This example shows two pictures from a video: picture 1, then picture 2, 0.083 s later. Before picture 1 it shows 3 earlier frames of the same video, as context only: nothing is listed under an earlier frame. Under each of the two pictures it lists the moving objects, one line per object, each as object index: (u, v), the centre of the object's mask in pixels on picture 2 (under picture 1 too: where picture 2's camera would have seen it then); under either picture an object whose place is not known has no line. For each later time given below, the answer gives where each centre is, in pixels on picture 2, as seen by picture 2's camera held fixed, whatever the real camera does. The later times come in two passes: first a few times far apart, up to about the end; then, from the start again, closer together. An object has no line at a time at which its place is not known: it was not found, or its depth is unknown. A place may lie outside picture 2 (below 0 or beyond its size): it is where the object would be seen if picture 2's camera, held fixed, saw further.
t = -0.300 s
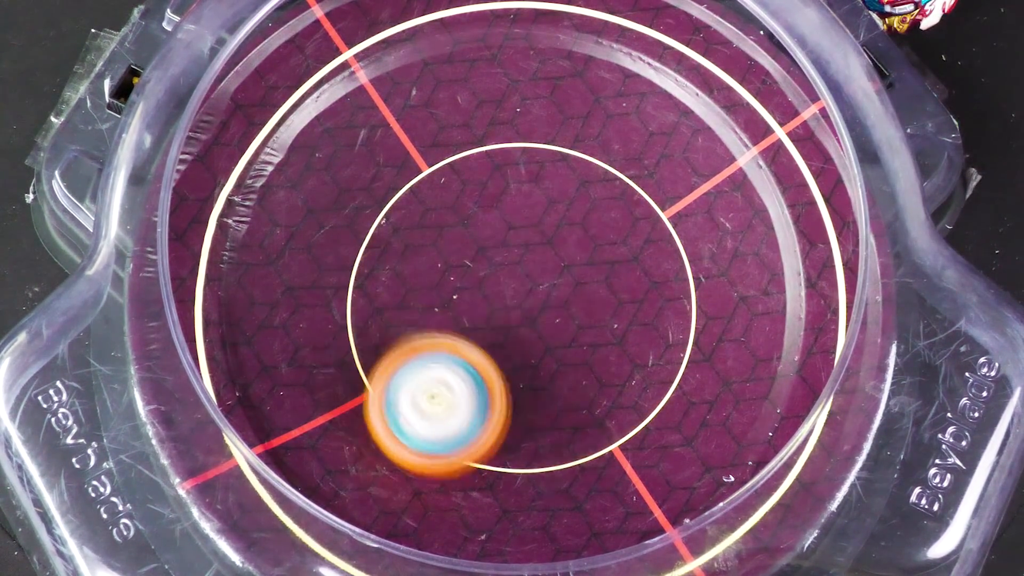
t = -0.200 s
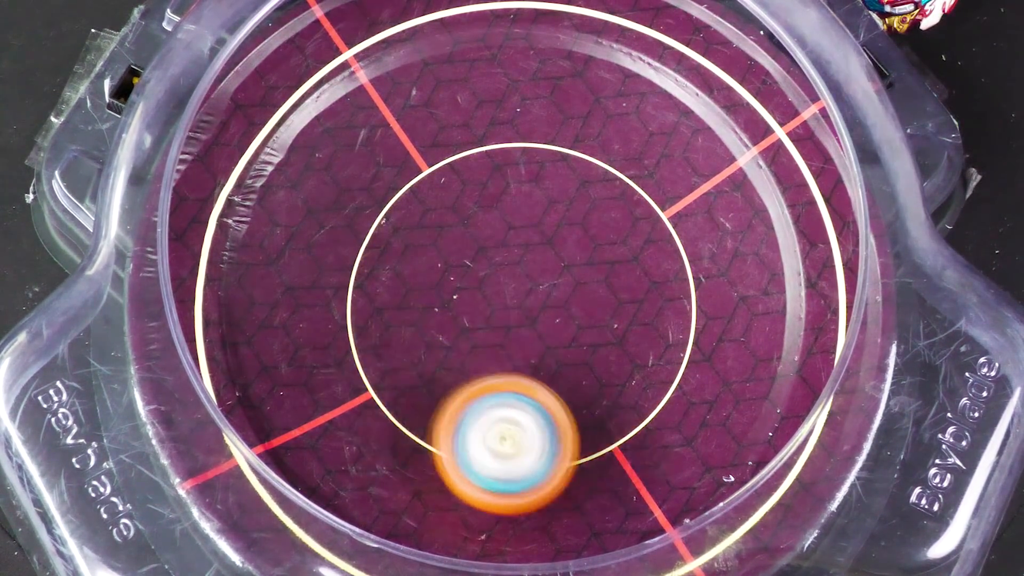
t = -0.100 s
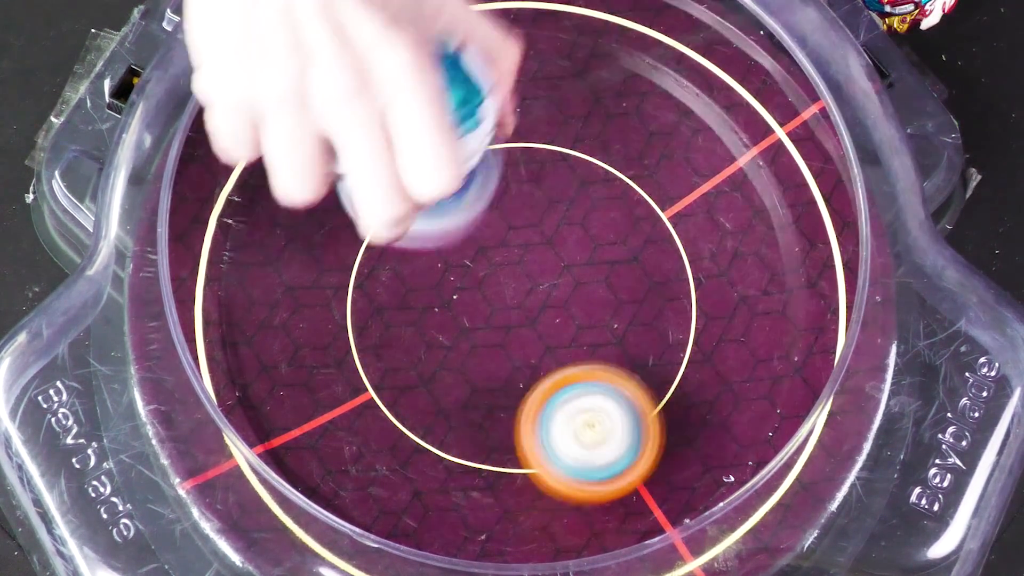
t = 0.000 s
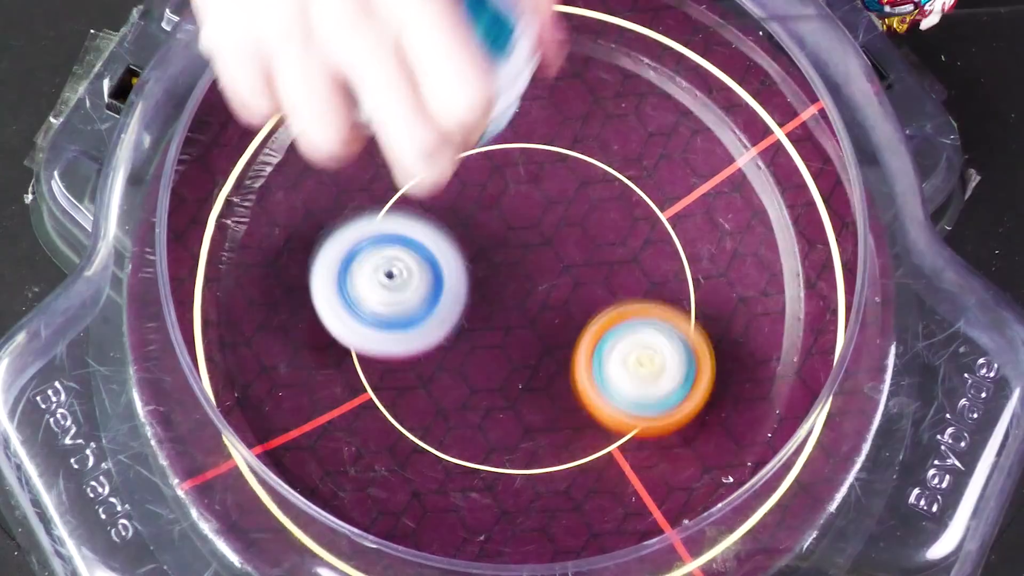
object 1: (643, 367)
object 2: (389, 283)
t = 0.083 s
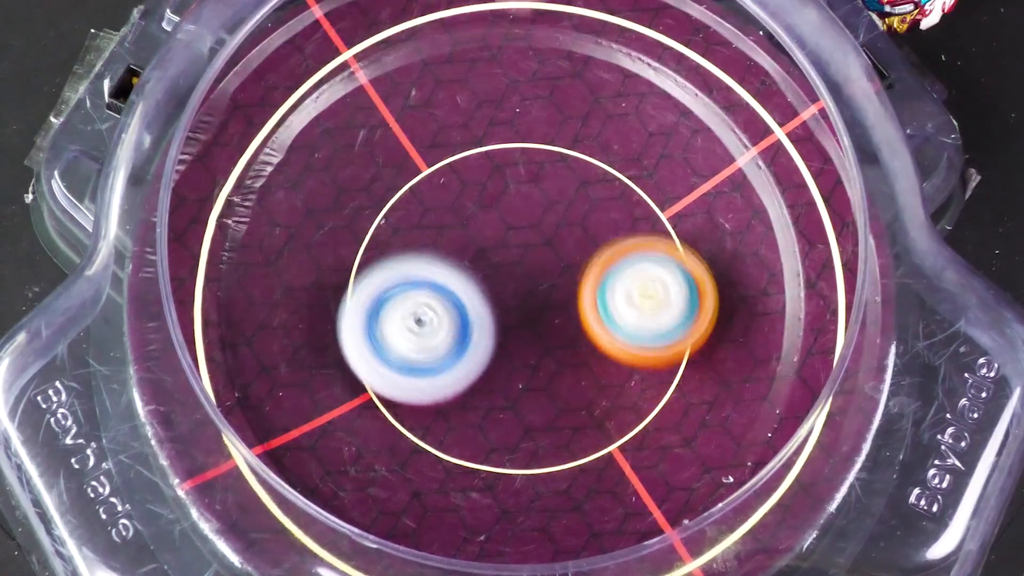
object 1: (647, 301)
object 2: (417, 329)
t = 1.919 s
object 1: (495, 43)
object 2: (497, 174)
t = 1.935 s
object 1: (492, 43)
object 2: (517, 171)
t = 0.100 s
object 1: (644, 287)
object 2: (426, 329)
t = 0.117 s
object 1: (638, 275)
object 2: (434, 328)
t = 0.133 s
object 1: (632, 264)
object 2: (442, 328)
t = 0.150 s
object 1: (626, 253)
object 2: (451, 329)
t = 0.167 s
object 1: (616, 243)
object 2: (462, 329)
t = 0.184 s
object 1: (607, 233)
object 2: (472, 328)
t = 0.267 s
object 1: (552, 196)
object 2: (527, 337)
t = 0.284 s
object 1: (539, 192)
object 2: (536, 341)
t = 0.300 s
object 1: (526, 187)
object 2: (545, 345)
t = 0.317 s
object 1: (514, 185)
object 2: (554, 352)
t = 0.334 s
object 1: (499, 184)
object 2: (562, 357)
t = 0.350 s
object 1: (486, 184)
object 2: (569, 365)
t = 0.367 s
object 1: (472, 185)
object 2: (574, 373)
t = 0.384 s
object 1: (459, 187)
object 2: (578, 380)
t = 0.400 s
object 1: (448, 190)
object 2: (581, 388)
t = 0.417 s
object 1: (435, 194)
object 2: (582, 397)
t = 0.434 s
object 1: (425, 199)
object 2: (583, 407)
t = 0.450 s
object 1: (414, 206)
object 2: (581, 415)
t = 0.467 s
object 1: (404, 212)
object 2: (577, 424)
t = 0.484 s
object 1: (395, 221)
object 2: (572, 433)
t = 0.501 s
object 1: (385, 230)
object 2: (565, 441)
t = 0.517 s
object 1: (379, 238)
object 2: (556, 447)
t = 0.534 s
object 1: (371, 251)
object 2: (543, 455)
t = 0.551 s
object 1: (365, 261)
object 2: (531, 460)
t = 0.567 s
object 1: (362, 273)
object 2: (516, 463)
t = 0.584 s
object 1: (358, 285)
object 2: (499, 465)
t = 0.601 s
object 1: (356, 297)
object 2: (481, 464)
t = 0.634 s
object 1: (356, 322)
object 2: (446, 453)
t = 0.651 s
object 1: (356, 329)
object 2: (433, 449)
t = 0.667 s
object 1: (344, 321)
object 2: (428, 453)
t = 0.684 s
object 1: (334, 310)
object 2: (425, 456)
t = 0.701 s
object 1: (326, 300)
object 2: (421, 455)
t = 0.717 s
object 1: (318, 290)
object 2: (417, 452)
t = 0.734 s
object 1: (313, 281)
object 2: (414, 446)
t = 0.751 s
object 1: (309, 273)
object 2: (410, 439)
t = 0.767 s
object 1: (306, 266)
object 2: (408, 429)
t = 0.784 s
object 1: (305, 260)
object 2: (405, 417)
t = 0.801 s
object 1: (305, 255)
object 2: (405, 404)
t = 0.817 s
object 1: (305, 251)
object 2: (406, 389)
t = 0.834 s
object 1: (308, 249)
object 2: (410, 374)
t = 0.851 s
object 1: (311, 247)
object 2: (415, 358)
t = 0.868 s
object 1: (313, 246)
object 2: (423, 342)
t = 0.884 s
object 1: (311, 241)
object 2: (438, 331)
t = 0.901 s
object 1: (308, 236)
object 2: (453, 320)
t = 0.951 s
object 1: (305, 227)
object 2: (509, 294)
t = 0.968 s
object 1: (307, 226)
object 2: (530, 287)
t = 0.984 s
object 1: (308, 226)
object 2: (549, 281)
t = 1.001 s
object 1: (310, 227)
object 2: (569, 277)
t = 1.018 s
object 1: (314, 229)
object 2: (592, 274)
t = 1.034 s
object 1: (317, 231)
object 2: (609, 272)
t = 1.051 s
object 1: (321, 234)
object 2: (629, 272)
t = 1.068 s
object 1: (326, 238)
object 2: (648, 272)
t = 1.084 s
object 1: (331, 242)
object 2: (663, 274)
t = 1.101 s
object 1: (337, 246)
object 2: (682, 278)
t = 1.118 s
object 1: (343, 251)
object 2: (696, 282)
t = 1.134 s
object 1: (348, 256)
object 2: (708, 289)
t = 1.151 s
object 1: (355, 261)
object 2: (718, 295)
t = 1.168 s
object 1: (361, 266)
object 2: (724, 305)
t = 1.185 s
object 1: (366, 270)
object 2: (732, 316)
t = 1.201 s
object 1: (374, 275)
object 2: (737, 327)
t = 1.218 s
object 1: (379, 279)
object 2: (739, 340)
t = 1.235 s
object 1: (385, 283)
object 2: (741, 353)
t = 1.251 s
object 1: (393, 288)
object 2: (738, 369)
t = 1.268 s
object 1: (398, 291)
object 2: (734, 386)
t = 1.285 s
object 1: (404, 294)
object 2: (729, 399)
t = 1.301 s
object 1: (410, 298)
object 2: (722, 414)
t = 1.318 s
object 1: (416, 299)
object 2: (713, 427)
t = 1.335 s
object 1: (421, 300)
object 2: (704, 441)
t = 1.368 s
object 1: (432, 302)
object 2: (681, 468)
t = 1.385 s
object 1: (437, 301)
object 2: (668, 479)
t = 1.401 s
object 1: (442, 301)
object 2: (654, 488)
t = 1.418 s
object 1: (446, 298)
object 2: (638, 496)
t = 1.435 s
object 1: (451, 295)
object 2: (619, 502)
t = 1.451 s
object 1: (455, 292)
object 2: (600, 505)
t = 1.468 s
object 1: (459, 287)
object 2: (580, 505)
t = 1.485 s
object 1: (462, 282)
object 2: (557, 501)
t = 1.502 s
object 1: (465, 277)
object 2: (539, 499)
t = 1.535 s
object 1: (468, 265)
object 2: (496, 485)
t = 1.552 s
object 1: (470, 259)
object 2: (476, 472)
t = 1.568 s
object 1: (470, 252)
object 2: (459, 455)
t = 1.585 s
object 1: (470, 246)
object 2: (443, 436)
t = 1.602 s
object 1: (470, 240)
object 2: (431, 415)
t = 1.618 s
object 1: (468, 234)
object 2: (421, 393)
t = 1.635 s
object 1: (466, 228)
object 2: (414, 369)
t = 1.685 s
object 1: (472, 185)
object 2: (390, 319)
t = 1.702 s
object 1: (477, 163)
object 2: (383, 307)
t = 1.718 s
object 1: (484, 145)
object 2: (379, 294)
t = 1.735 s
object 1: (487, 126)
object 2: (376, 282)
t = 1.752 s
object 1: (492, 111)
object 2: (377, 269)
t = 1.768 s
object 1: (496, 94)
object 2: (381, 256)
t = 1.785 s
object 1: (497, 81)
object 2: (387, 244)
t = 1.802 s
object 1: (500, 71)
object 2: (394, 235)
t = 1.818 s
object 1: (501, 61)
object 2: (403, 224)
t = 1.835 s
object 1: (502, 54)
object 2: (416, 214)
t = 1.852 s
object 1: (501, 49)
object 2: (430, 205)
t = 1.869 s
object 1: (501, 45)
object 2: (446, 197)
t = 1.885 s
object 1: (500, 43)
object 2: (461, 189)
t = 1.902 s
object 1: (498, 42)
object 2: (478, 181)
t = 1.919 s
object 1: (495, 43)
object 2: (497, 174)
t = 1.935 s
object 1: (492, 43)
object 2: (517, 171)
